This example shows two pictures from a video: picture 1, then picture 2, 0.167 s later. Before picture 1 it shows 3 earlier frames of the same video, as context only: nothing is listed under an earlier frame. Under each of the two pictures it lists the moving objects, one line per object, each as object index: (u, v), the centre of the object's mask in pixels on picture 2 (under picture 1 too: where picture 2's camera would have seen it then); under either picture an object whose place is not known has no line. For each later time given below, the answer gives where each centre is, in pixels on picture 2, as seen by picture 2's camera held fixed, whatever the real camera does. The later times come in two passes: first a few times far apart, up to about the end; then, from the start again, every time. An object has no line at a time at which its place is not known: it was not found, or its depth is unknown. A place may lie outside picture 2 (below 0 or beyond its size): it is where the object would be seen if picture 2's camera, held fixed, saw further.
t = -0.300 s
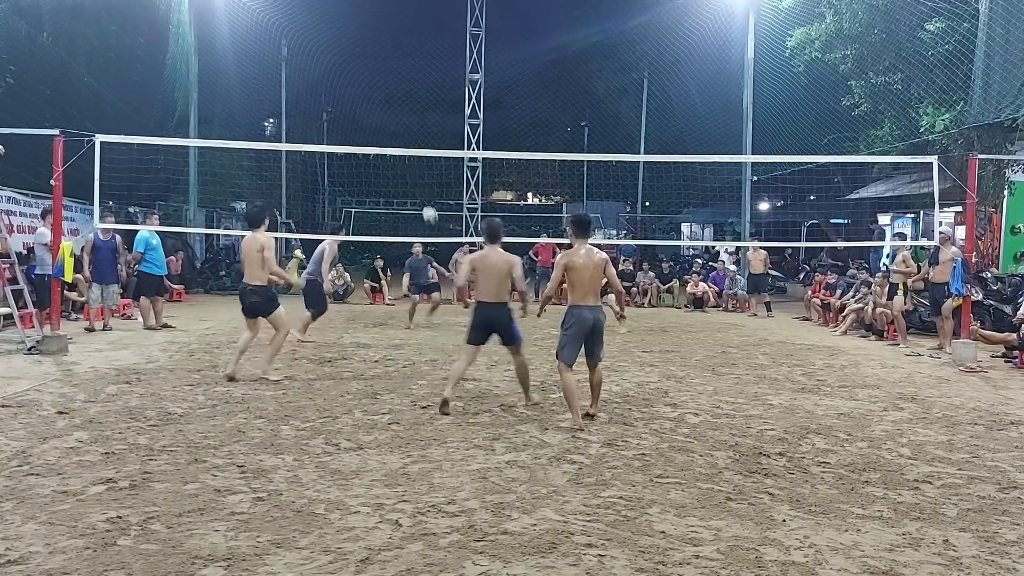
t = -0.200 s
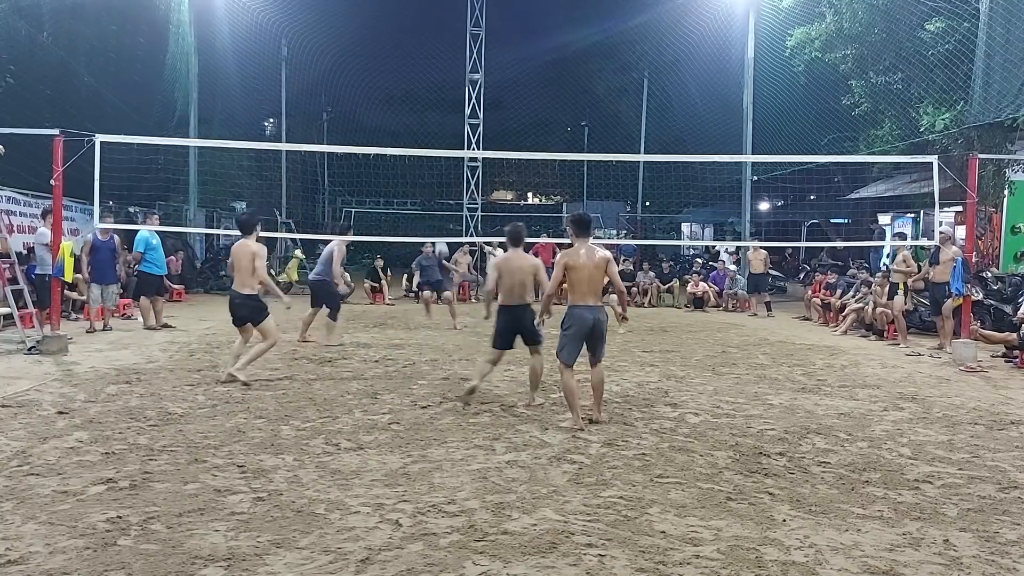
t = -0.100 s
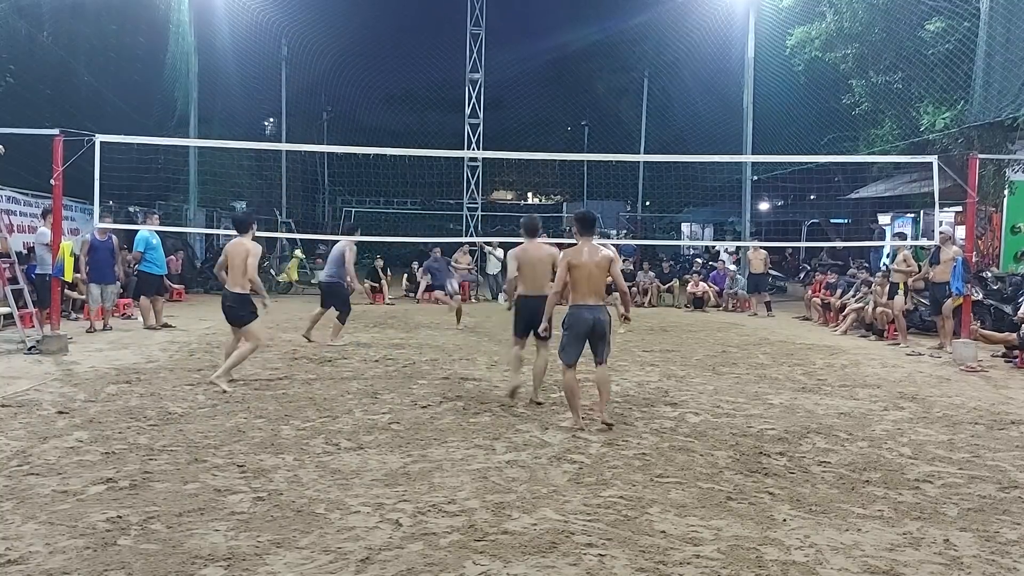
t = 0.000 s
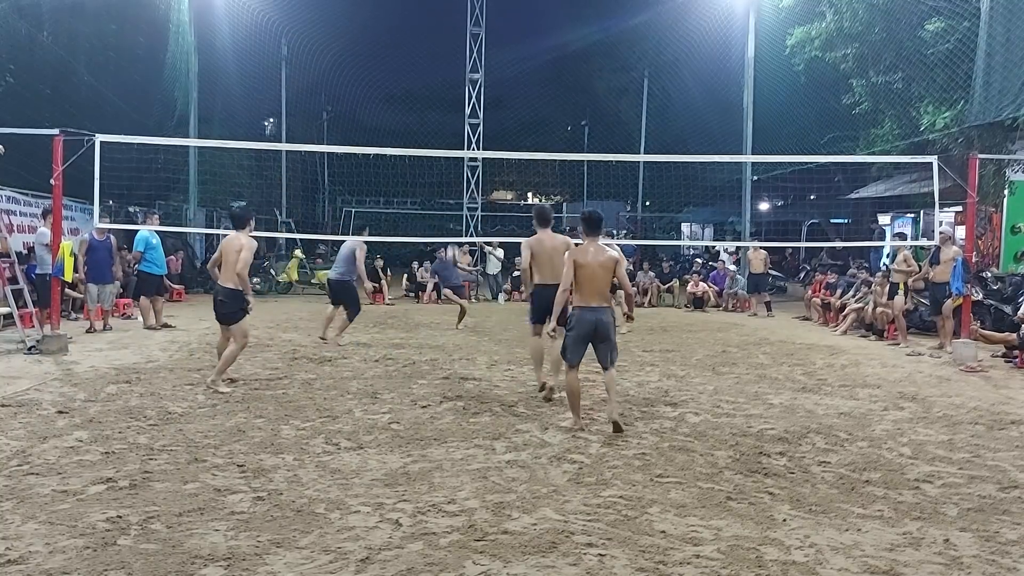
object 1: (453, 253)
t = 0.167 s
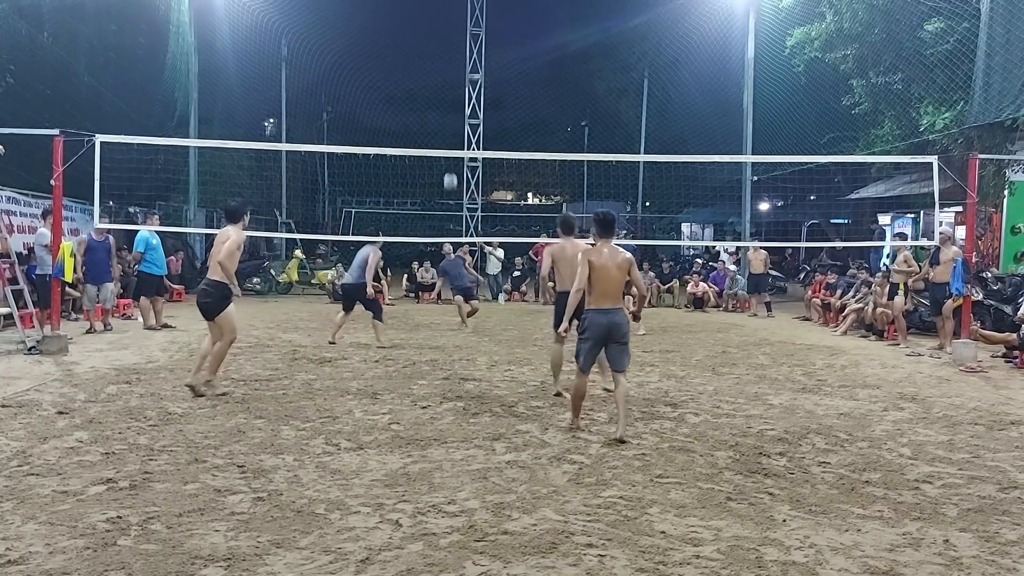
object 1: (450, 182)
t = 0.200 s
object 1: (450, 169)
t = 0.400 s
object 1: (446, 108)
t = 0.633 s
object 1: (440, 69)
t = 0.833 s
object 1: (434, 64)
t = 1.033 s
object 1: (429, 86)
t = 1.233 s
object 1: (422, 136)
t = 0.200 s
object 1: (450, 169)
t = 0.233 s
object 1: (449, 161)
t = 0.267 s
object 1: (448, 144)
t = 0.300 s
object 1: (448, 135)
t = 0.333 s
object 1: (447, 126)
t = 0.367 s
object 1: (446, 117)
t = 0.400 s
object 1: (446, 108)
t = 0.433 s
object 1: (445, 100)
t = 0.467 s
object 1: (444, 94)
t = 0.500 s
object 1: (443, 87)
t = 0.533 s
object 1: (442, 82)
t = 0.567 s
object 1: (441, 77)
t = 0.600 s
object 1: (441, 73)
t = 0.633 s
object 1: (440, 69)
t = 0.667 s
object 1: (439, 67)
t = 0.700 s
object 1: (438, 65)
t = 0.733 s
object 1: (437, 64)
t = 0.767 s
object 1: (436, 63)
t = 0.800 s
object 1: (435, 63)
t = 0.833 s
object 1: (434, 64)
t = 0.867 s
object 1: (433, 66)
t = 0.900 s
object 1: (432, 68)
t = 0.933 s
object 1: (431, 72)
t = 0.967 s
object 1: (430, 76)
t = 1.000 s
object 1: (429, 81)
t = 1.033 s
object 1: (429, 86)
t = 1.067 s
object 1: (427, 93)
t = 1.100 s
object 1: (426, 100)
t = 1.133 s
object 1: (425, 108)
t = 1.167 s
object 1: (424, 117)
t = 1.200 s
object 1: (423, 126)
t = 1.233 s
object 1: (422, 136)
